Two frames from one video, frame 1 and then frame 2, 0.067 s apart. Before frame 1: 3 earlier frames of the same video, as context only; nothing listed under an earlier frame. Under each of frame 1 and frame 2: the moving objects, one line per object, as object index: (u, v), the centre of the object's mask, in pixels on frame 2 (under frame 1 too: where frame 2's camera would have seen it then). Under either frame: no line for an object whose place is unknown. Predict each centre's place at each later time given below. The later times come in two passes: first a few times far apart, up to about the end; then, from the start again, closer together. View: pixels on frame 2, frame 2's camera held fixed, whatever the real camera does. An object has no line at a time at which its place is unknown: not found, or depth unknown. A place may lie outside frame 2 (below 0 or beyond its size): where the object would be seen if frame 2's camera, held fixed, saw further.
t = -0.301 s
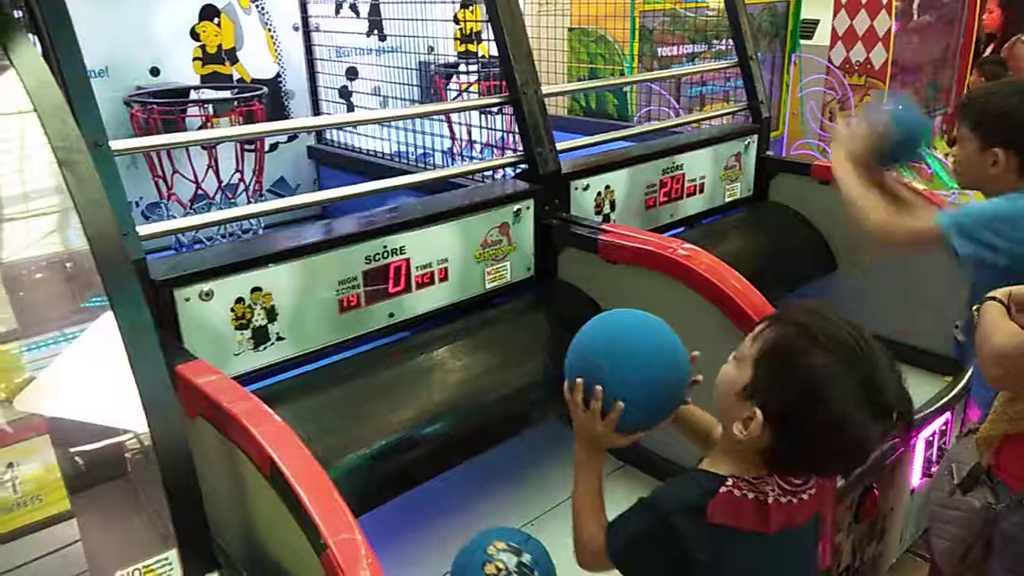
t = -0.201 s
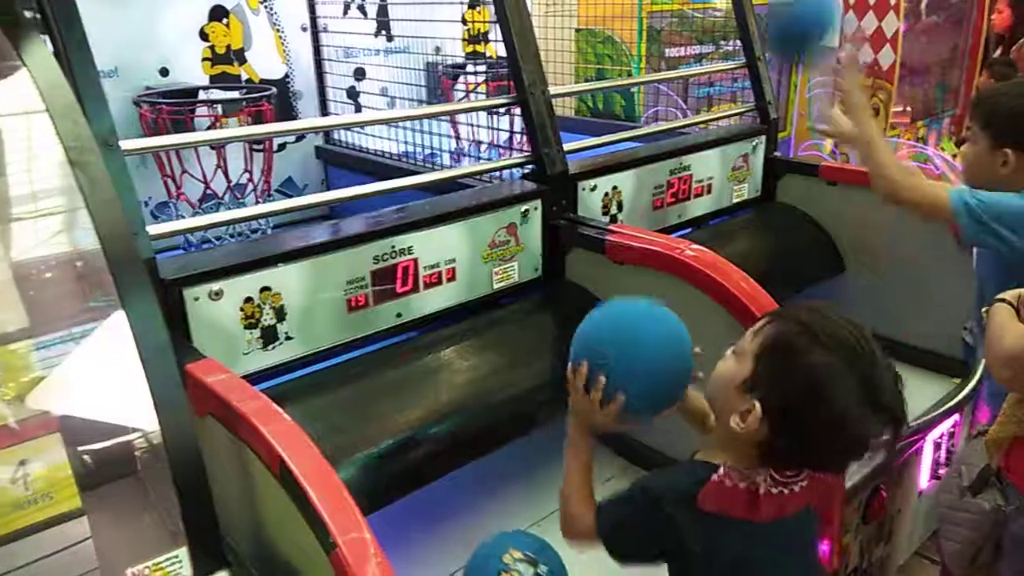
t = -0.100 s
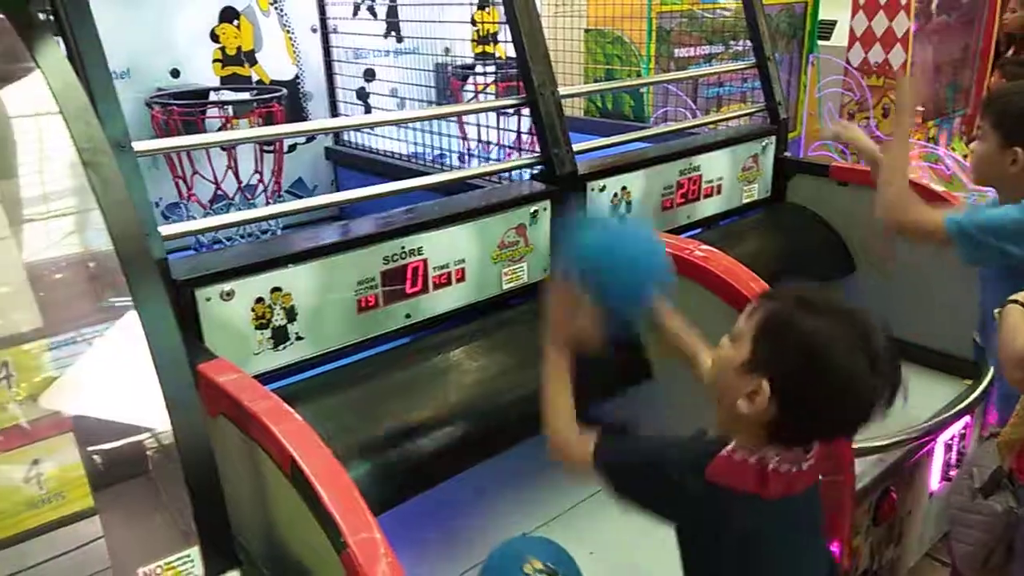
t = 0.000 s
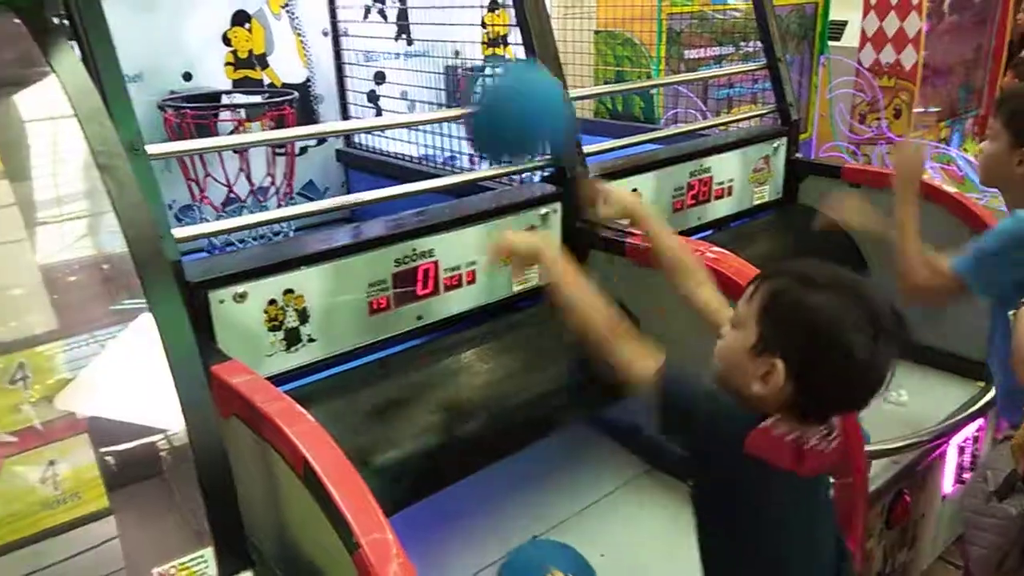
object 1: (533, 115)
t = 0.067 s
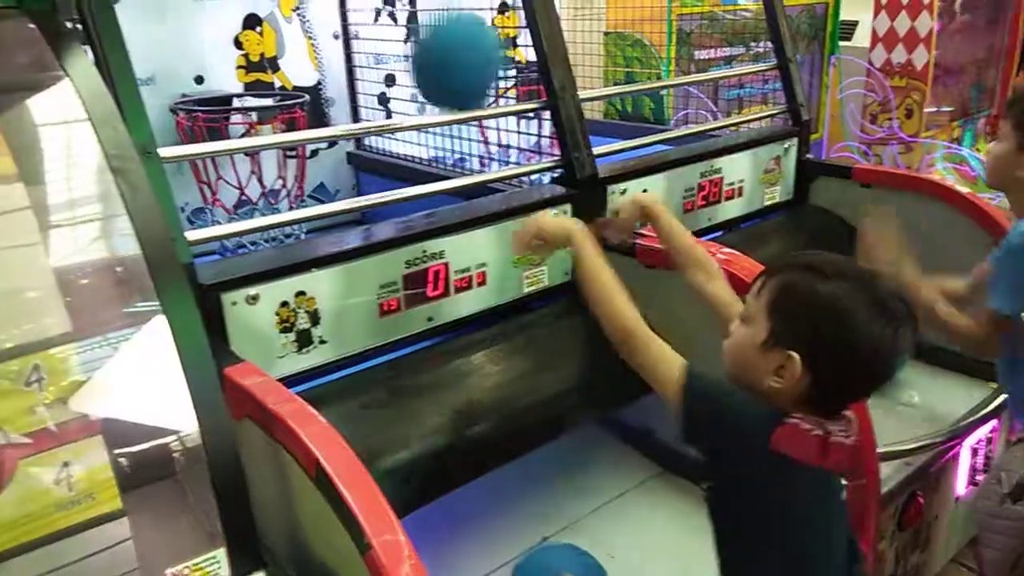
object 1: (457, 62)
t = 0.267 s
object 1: (325, 59)
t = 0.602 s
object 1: (320, 22)
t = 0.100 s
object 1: (427, 44)
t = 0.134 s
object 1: (400, 39)
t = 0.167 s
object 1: (379, 36)
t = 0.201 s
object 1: (356, 38)
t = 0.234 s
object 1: (339, 47)
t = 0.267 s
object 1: (325, 59)
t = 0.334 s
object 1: (310, 61)
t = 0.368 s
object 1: (310, 40)
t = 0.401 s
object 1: (309, 23)
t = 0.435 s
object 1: (310, 16)
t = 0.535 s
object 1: (313, 14)
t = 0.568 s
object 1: (316, 16)
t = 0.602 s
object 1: (320, 22)
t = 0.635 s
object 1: (328, 24)
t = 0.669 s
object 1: (337, 30)
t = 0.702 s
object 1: (340, 37)
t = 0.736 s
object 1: (341, 47)
